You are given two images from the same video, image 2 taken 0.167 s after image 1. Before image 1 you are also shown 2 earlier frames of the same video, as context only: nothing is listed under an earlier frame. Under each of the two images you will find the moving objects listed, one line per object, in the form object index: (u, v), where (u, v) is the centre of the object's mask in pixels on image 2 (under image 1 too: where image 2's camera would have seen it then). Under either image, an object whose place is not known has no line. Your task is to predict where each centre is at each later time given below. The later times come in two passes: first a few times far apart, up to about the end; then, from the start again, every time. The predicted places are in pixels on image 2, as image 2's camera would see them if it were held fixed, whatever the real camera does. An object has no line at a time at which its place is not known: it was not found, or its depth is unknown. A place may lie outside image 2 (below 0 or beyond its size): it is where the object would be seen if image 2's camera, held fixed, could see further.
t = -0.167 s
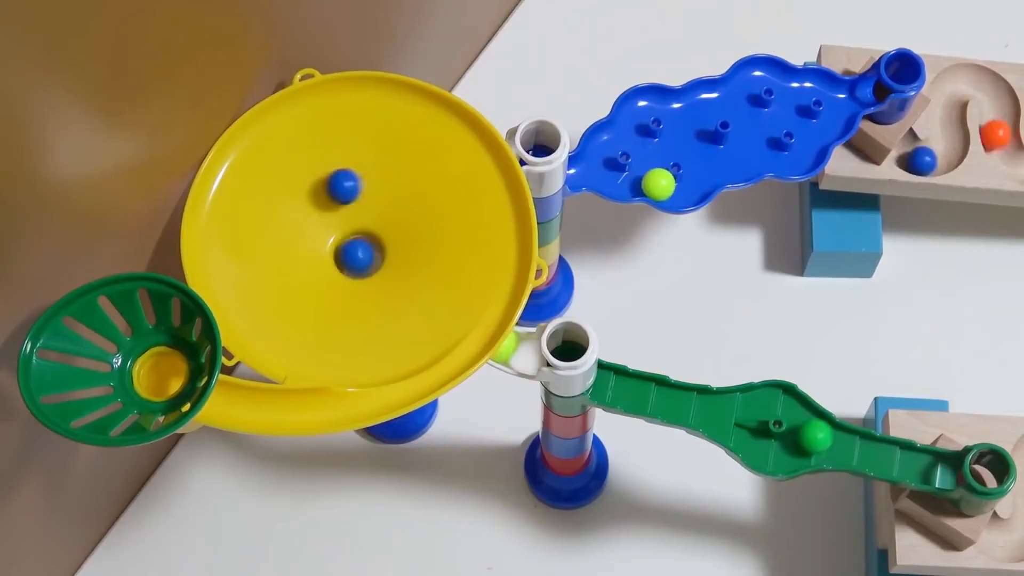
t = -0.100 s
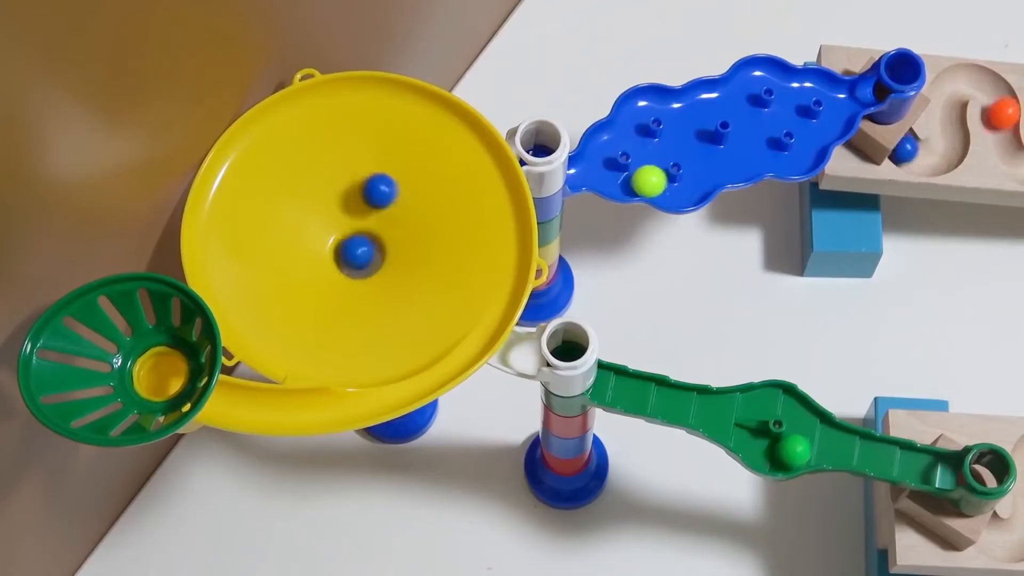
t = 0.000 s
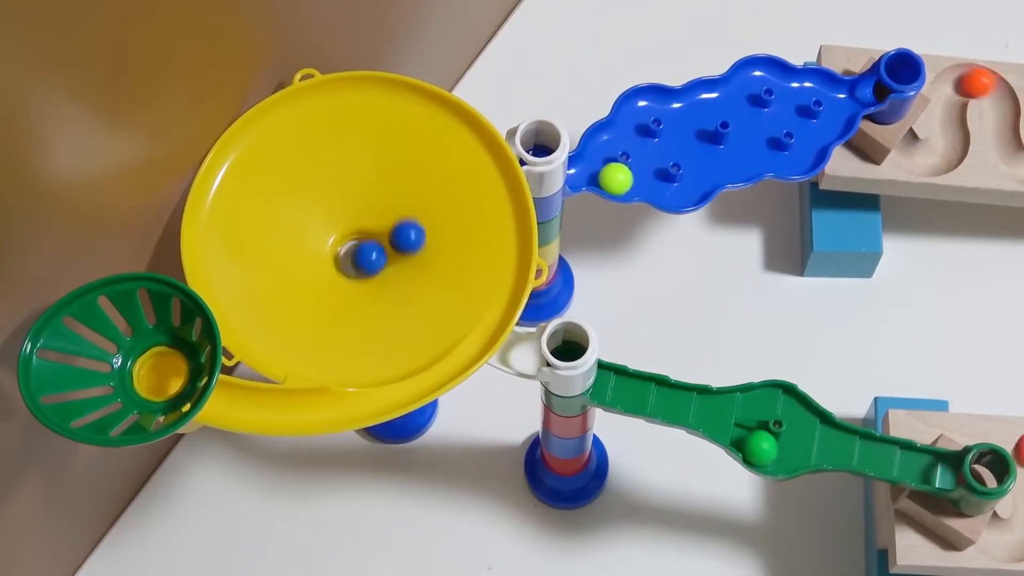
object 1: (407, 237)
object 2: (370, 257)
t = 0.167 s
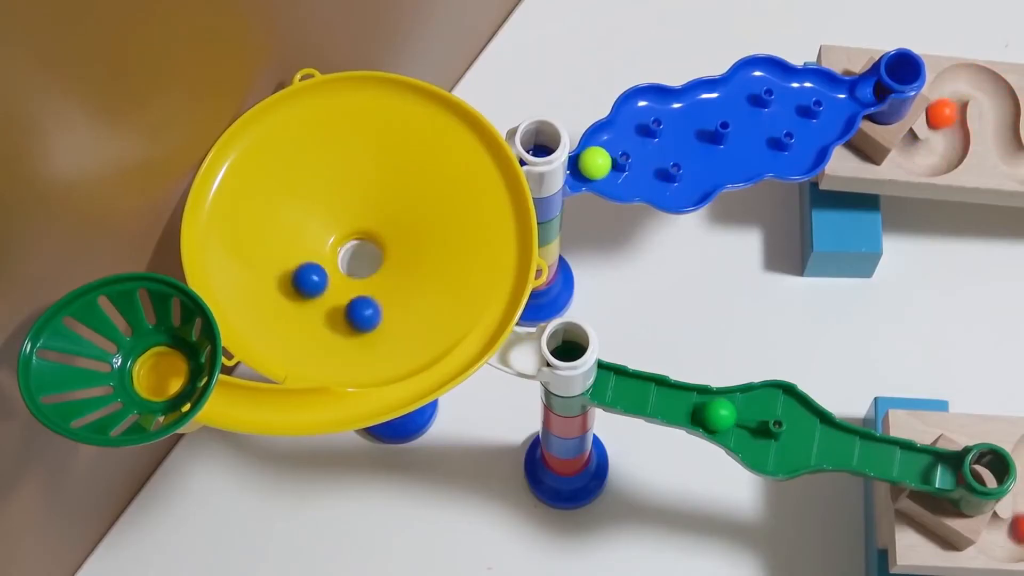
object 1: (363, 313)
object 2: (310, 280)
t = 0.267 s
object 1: (319, 316)
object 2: (296, 250)
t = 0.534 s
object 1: (314, 205)
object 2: (395, 266)
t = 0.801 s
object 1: (405, 272)
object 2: (309, 246)
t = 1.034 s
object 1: (285, 302)
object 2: (376, 219)
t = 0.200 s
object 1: (349, 318)
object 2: (300, 272)
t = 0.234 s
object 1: (334, 319)
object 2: (295, 262)
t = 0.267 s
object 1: (319, 316)
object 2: (296, 250)
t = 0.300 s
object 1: (306, 310)
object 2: (302, 239)
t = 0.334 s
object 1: (295, 299)
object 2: (313, 230)
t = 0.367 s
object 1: (287, 286)
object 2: (330, 224)
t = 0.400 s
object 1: (283, 270)
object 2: (350, 222)
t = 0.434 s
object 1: (283, 253)
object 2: (372, 227)
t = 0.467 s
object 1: (288, 235)
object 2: (386, 239)
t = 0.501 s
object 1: (299, 219)
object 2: (394, 253)
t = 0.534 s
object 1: (314, 205)
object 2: (395, 266)
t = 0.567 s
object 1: (333, 196)
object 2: (390, 278)
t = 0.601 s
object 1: (353, 193)
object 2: (381, 287)
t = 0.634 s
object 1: (374, 195)
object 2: (368, 292)
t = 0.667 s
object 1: (391, 204)
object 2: (353, 292)
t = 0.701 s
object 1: (404, 218)
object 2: (337, 288)
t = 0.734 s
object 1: (411, 235)
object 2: (324, 277)
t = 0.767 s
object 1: (411, 254)
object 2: (313, 263)
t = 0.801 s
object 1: (405, 272)
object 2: (309, 246)
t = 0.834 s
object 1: (394, 288)
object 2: (310, 229)
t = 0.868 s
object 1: (377, 301)
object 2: (316, 214)
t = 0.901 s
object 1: (359, 310)
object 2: (327, 204)
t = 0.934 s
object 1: (339, 314)
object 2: (341, 199)
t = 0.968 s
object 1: (319, 314)
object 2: (354, 200)
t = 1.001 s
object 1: (301, 309)
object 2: (366, 207)
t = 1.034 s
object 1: (285, 302)
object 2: (376, 219)
